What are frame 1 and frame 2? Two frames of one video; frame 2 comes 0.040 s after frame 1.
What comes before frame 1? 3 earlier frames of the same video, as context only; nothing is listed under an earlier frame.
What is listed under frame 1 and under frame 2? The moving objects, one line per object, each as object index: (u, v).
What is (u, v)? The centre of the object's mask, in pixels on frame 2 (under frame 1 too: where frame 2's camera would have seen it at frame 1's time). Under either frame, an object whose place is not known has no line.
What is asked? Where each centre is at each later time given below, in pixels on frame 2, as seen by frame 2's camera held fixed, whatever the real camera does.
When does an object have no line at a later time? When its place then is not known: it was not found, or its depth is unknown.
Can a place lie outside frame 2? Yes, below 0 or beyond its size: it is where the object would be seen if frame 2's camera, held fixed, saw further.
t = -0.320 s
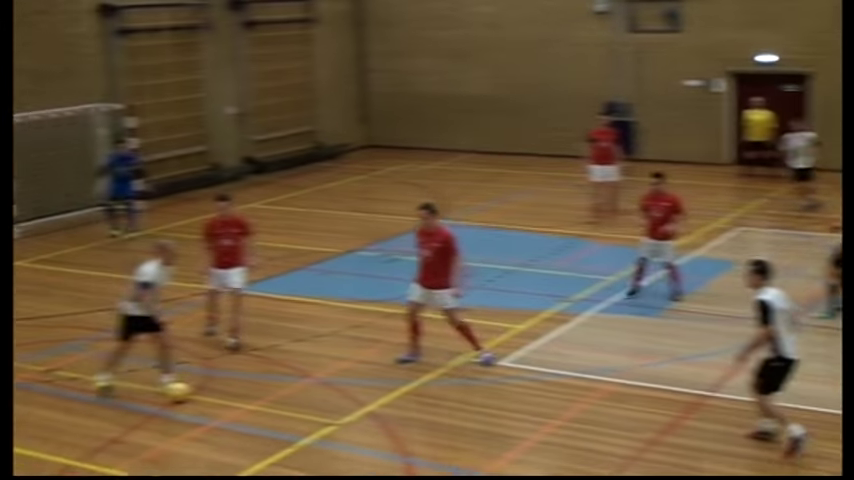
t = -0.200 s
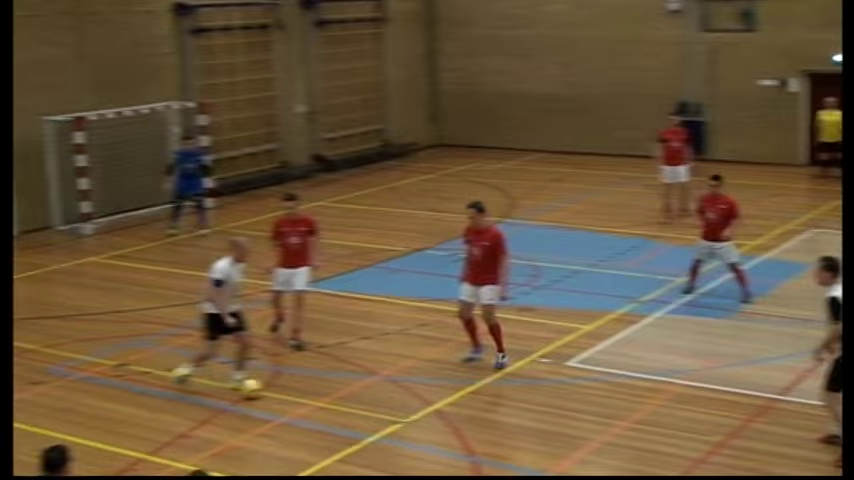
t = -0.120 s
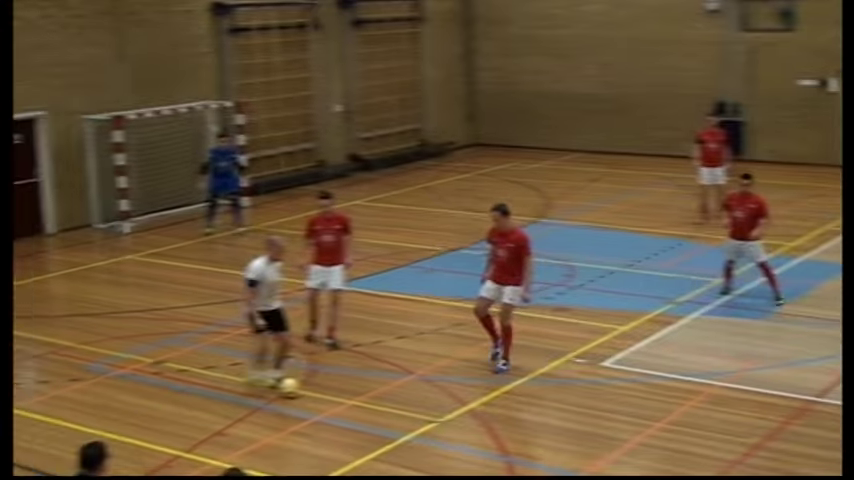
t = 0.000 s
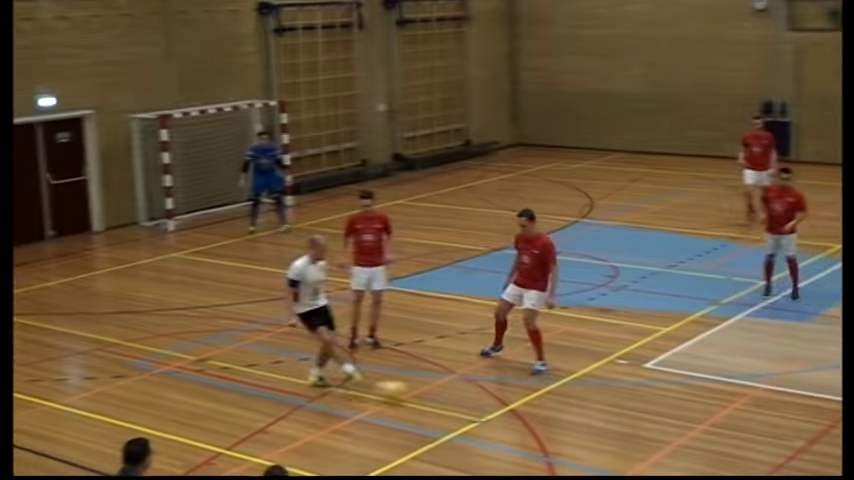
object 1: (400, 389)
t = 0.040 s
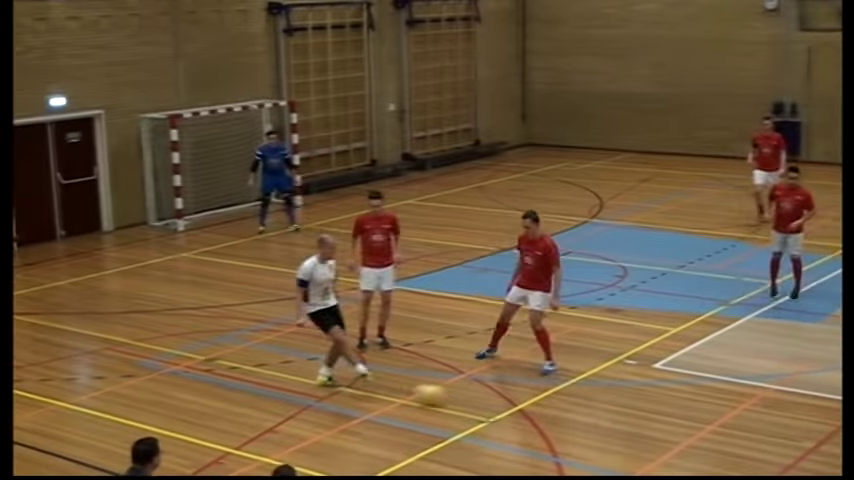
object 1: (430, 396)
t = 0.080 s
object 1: (459, 398)
